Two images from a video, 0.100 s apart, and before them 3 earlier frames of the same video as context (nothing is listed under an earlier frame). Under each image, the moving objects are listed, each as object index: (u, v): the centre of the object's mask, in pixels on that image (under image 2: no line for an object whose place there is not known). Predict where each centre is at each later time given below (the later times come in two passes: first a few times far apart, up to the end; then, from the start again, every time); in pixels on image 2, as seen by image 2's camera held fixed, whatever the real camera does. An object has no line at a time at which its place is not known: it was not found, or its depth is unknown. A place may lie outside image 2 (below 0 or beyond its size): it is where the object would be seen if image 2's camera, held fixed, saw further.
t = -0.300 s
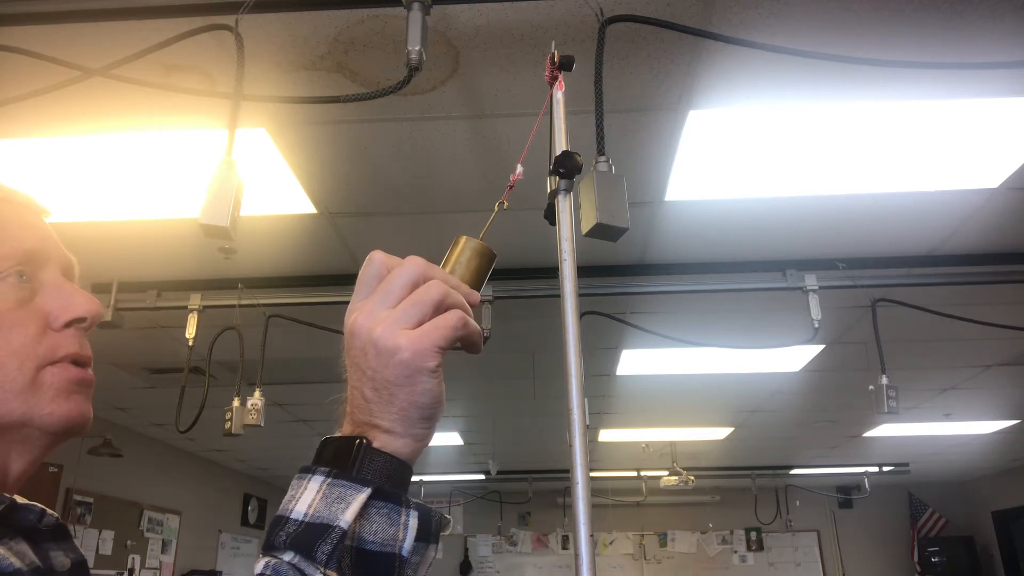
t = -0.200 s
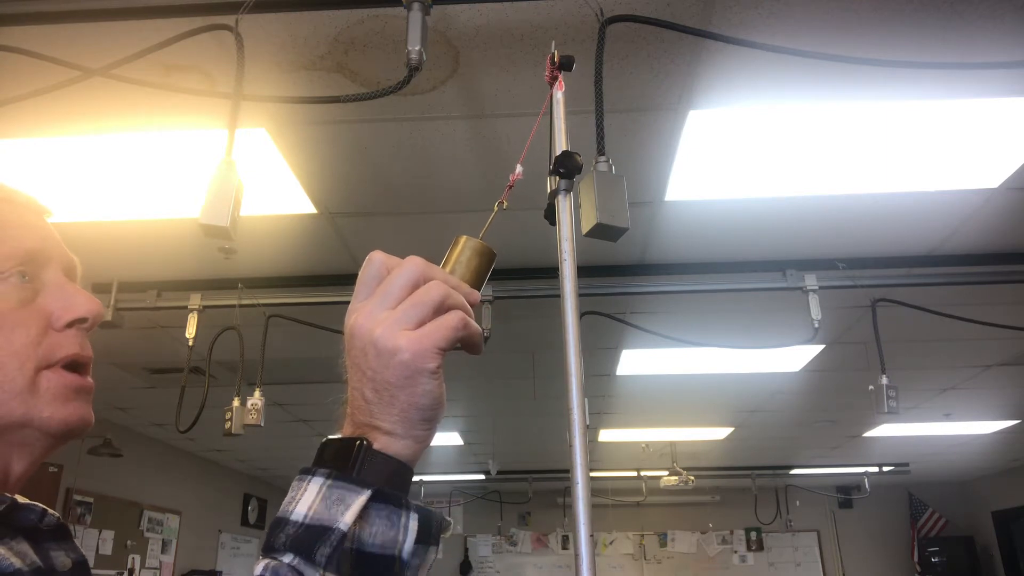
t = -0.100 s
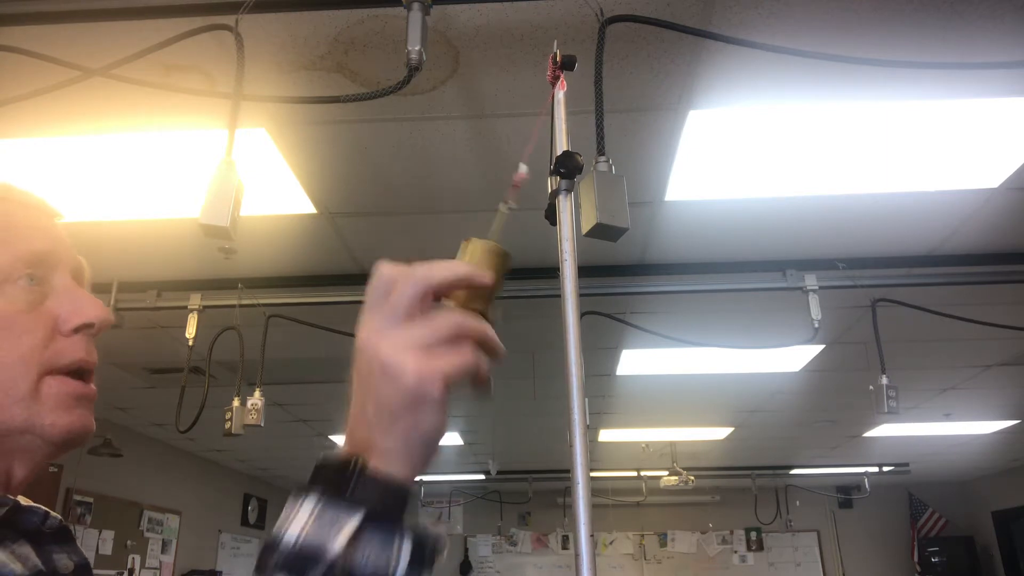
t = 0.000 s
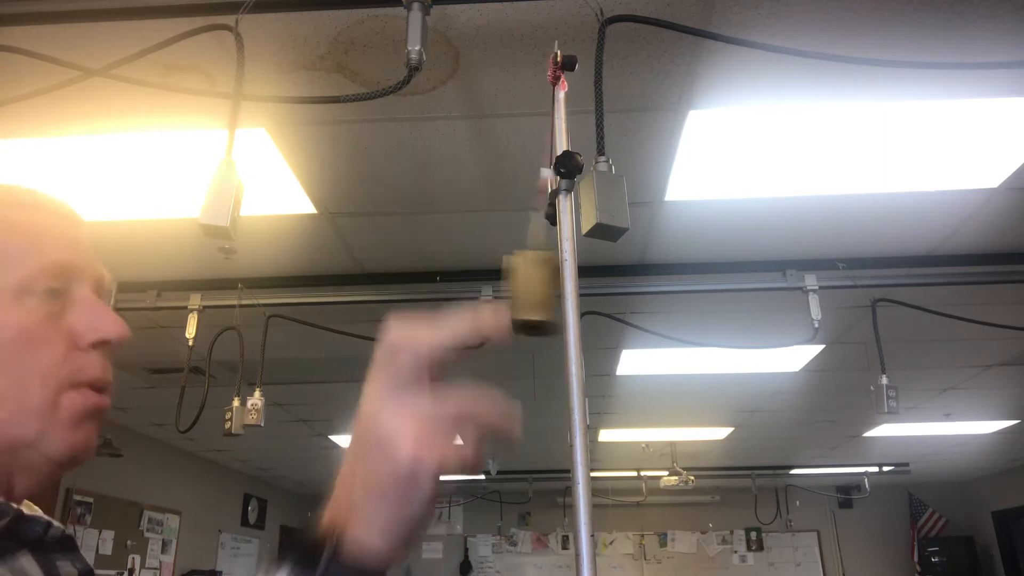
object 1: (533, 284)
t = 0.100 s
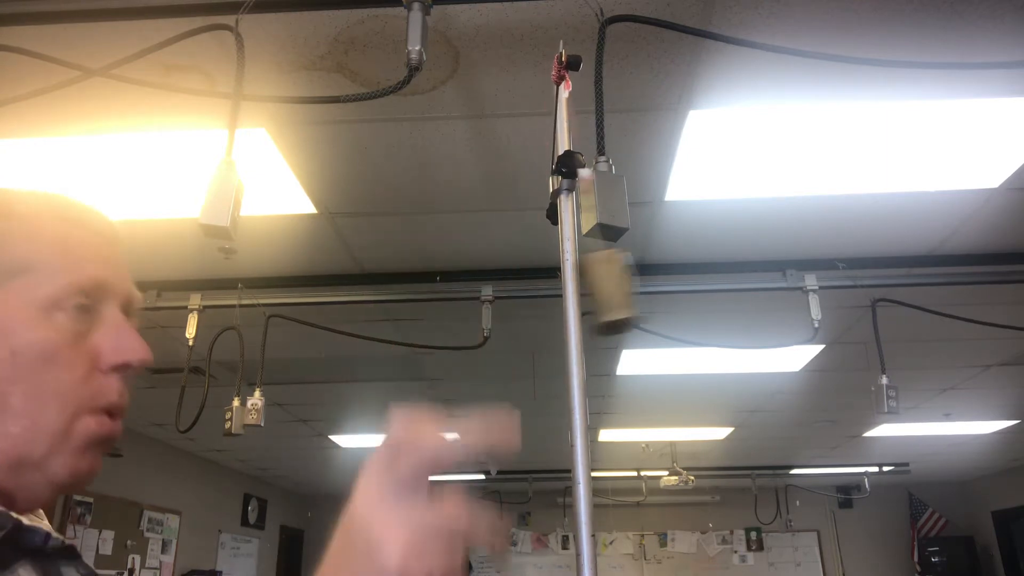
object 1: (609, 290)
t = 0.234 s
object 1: (675, 271)
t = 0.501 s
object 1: (604, 293)
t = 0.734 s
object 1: (469, 273)
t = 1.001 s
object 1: (565, 296)
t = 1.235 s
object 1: (680, 270)
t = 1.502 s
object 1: (569, 298)
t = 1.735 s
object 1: (467, 276)
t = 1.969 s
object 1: (576, 296)
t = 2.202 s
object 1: (678, 272)
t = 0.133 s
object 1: (633, 285)
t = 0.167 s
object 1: (652, 281)
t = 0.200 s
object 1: (666, 273)
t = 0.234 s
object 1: (675, 271)
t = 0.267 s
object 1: (683, 273)
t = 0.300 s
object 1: (685, 273)
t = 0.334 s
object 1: (681, 271)
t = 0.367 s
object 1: (673, 272)
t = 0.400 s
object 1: (661, 275)
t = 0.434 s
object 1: (647, 285)
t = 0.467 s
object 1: (626, 289)
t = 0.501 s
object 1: (604, 293)
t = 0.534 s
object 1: (576, 298)
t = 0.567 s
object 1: (546, 291)
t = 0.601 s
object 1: (527, 284)
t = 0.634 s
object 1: (506, 282)
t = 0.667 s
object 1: (489, 279)
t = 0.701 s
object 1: (476, 276)
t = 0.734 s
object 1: (469, 273)
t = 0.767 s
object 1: (467, 274)
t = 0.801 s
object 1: (467, 275)
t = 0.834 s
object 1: (472, 275)
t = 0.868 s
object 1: (482, 277)
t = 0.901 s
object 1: (498, 279)
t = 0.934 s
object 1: (519, 281)
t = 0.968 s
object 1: (540, 284)
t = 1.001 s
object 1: (565, 296)
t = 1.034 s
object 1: (596, 294)
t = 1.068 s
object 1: (618, 289)
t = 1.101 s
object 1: (639, 285)
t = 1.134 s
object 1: (654, 275)
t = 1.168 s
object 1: (666, 271)
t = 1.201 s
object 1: (675, 270)
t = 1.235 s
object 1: (680, 270)
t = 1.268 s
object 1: (680, 271)
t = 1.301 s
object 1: (675, 270)
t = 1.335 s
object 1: (667, 272)
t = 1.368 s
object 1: (654, 275)
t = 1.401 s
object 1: (639, 286)
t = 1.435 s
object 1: (617, 291)
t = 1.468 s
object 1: (596, 295)
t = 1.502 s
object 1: (569, 298)
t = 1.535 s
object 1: (541, 288)
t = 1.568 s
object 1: (521, 283)
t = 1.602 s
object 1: (500, 280)
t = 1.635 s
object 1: (485, 277)
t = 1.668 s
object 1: (476, 275)
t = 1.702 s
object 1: (469, 274)
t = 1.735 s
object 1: (467, 276)
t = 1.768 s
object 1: (470, 273)
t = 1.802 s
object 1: (477, 275)
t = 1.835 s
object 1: (489, 277)
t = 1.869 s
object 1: (505, 281)
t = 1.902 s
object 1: (526, 283)
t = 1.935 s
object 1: (546, 284)
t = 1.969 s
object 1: (576, 296)
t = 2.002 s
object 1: (603, 294)
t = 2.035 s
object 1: (623, 288)
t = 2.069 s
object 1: (644, 284)
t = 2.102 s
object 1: (656, 272)
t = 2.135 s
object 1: (668, 271)
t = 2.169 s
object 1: (675, 271)
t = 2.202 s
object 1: (678, 272)
